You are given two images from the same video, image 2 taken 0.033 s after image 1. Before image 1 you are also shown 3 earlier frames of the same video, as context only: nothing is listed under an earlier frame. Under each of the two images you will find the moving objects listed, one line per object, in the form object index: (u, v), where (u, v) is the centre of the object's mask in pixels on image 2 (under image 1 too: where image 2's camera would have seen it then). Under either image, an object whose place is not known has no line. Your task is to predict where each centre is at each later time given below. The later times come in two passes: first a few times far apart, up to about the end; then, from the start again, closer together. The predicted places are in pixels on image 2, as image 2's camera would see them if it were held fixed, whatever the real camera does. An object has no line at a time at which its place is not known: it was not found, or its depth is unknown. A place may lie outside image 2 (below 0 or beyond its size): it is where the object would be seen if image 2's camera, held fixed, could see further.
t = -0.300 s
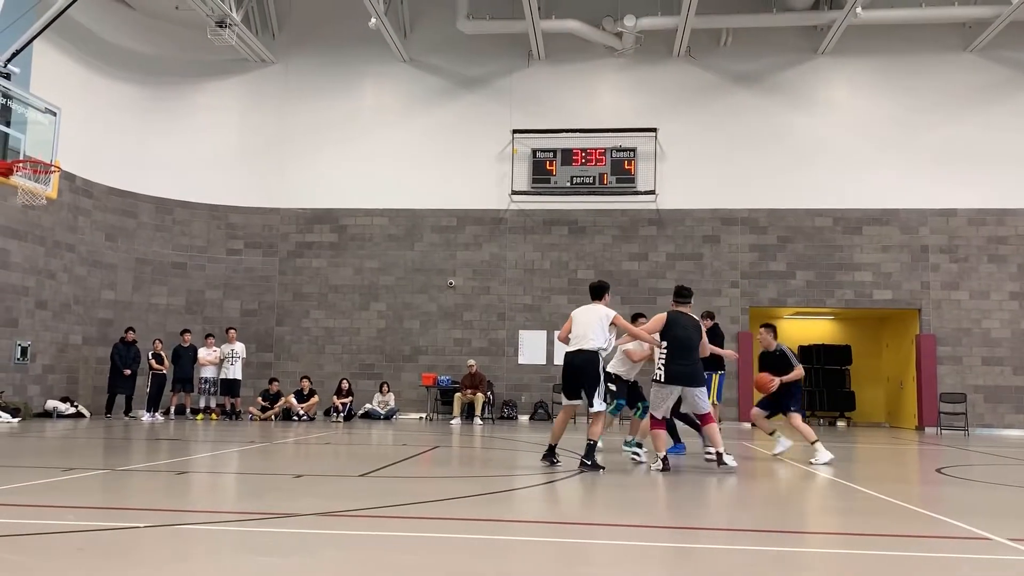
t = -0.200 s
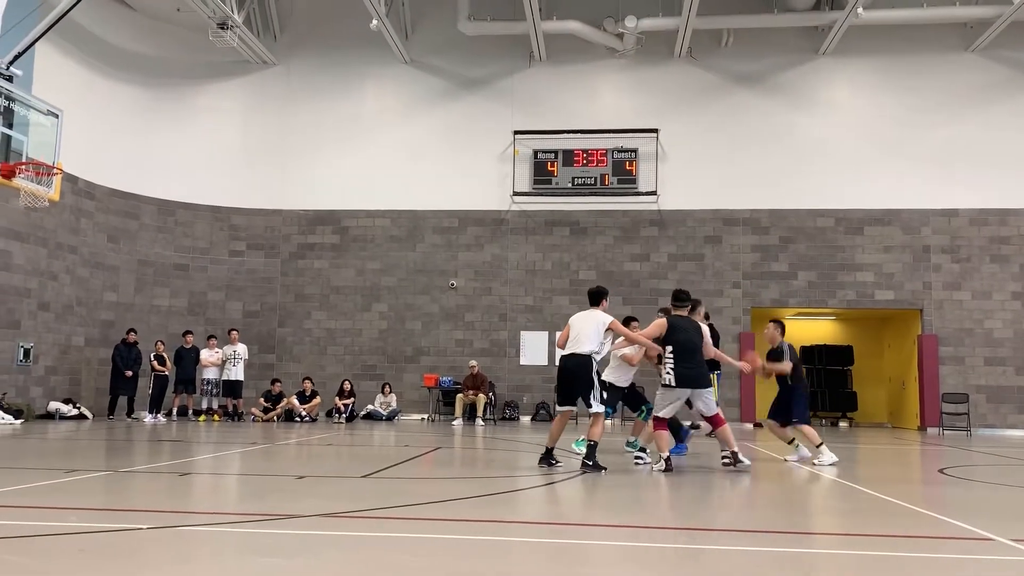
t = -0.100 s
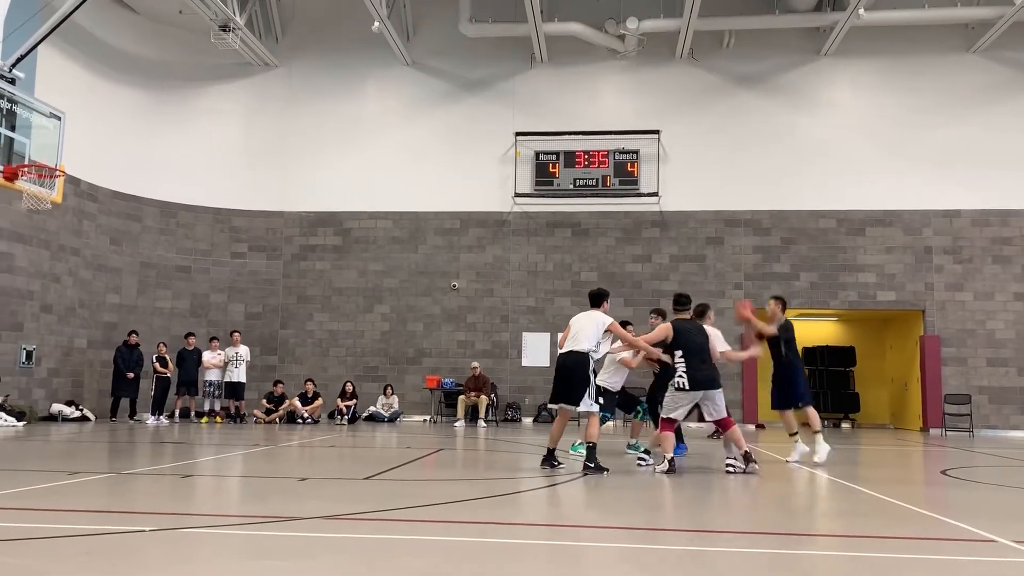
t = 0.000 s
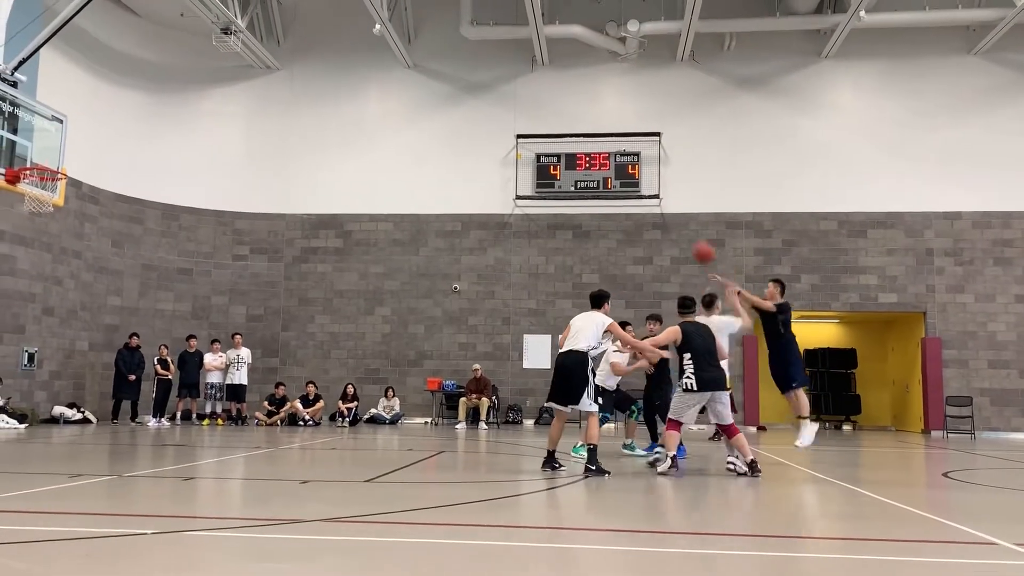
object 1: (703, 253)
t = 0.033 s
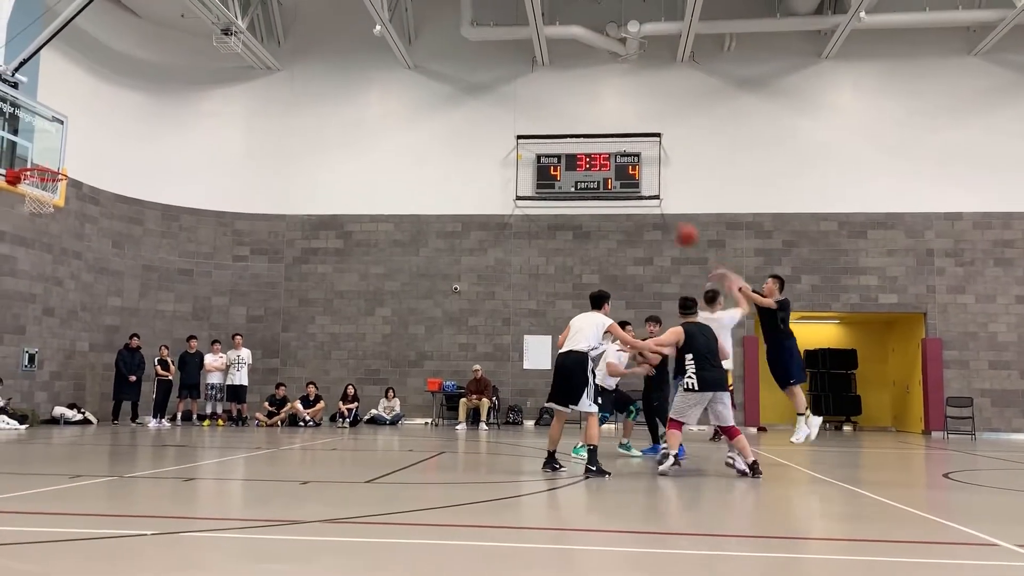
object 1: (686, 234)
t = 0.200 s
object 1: (597, 156)
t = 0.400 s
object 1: (493, 89)
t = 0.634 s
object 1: (369, 50)
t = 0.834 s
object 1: (263, 51)
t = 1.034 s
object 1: (151, 87)
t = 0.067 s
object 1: (669, 219)
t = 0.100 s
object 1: (650, 201)
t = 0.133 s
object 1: (632, 184)
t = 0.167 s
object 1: (615, 169)
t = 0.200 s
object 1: (597, 156)
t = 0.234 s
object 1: (580, 142)
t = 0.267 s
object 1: (562, 130)
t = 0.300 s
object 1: (544, 119)
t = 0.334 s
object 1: (527, 108)
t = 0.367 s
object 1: (510, 98)
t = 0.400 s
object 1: (493, 89)
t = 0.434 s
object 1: (475, 81)
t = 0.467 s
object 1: (458, 74)
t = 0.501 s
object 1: (440, 68)
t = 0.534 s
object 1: (422, 62)
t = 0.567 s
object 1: (405, 57)
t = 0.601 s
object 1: (387, 52)
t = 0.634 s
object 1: (369, 50)
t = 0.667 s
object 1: (351, 48)
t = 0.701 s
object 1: (333, 47)
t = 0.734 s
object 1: (315, 47)
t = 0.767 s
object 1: (298, 47)
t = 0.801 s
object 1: (281, 49)
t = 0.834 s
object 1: (263, 51)
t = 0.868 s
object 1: (244, 56)
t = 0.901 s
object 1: (226, 59)
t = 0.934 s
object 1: (207, 64)
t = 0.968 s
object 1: (189, 71)
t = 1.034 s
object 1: (151, 87)
